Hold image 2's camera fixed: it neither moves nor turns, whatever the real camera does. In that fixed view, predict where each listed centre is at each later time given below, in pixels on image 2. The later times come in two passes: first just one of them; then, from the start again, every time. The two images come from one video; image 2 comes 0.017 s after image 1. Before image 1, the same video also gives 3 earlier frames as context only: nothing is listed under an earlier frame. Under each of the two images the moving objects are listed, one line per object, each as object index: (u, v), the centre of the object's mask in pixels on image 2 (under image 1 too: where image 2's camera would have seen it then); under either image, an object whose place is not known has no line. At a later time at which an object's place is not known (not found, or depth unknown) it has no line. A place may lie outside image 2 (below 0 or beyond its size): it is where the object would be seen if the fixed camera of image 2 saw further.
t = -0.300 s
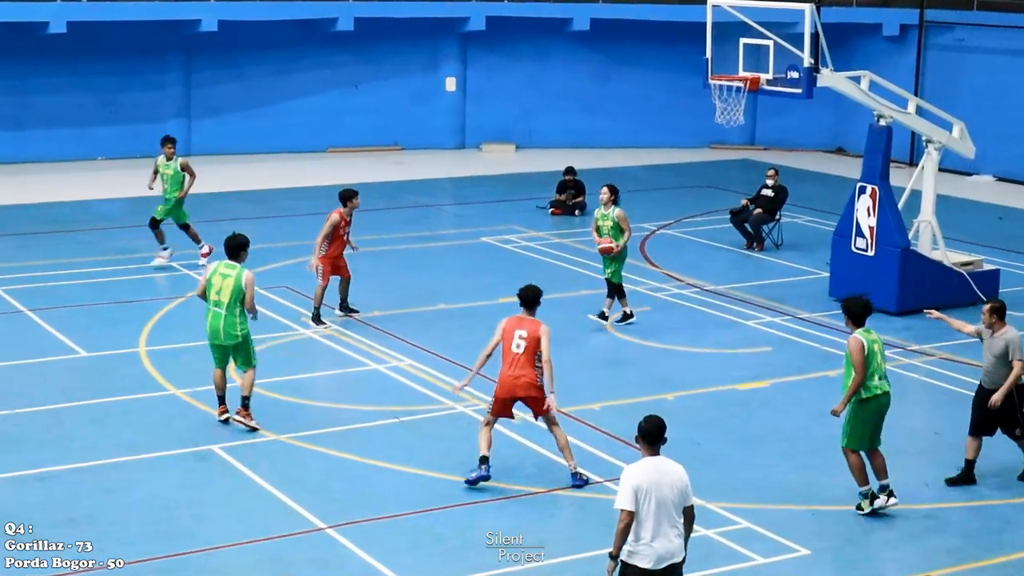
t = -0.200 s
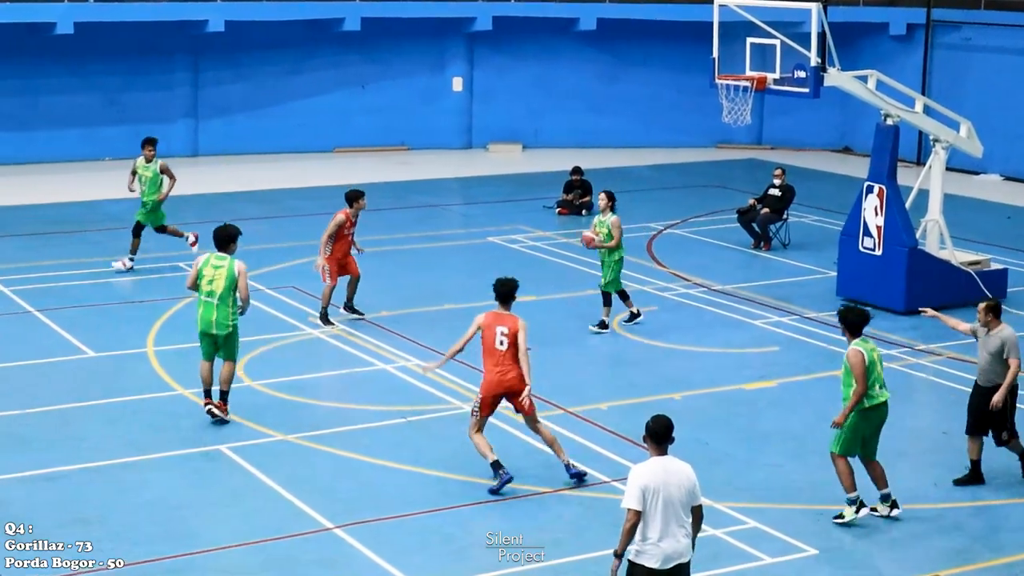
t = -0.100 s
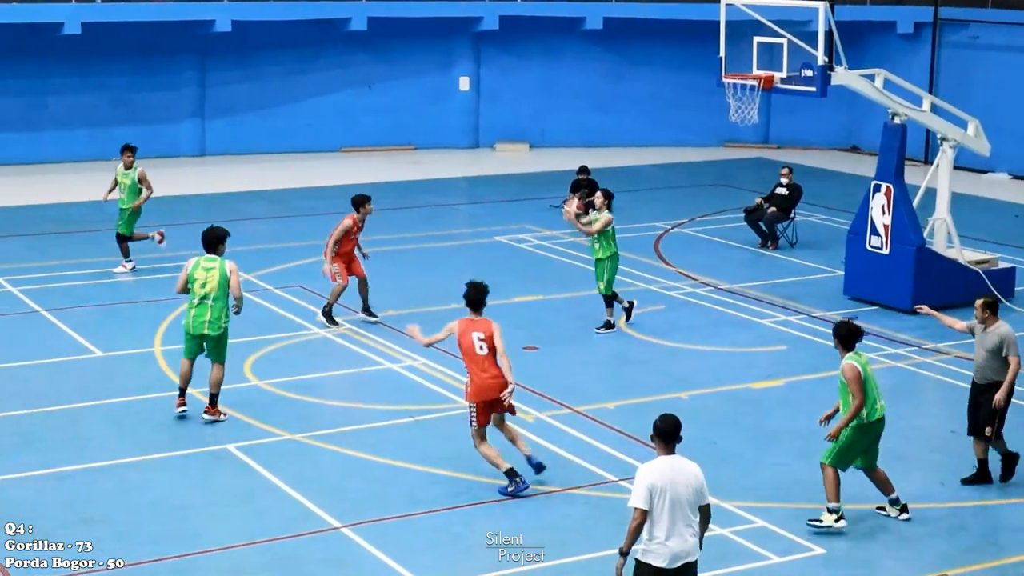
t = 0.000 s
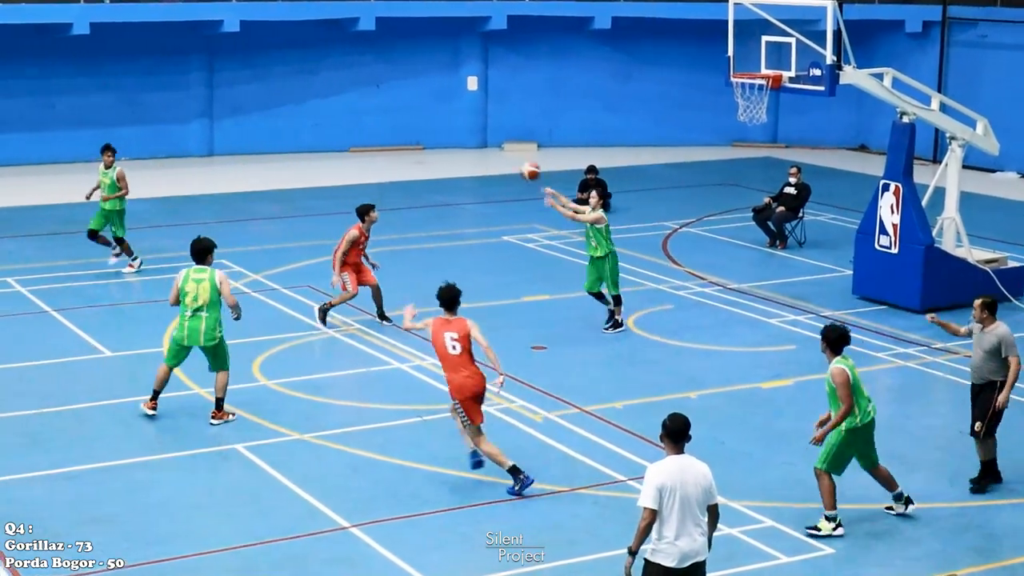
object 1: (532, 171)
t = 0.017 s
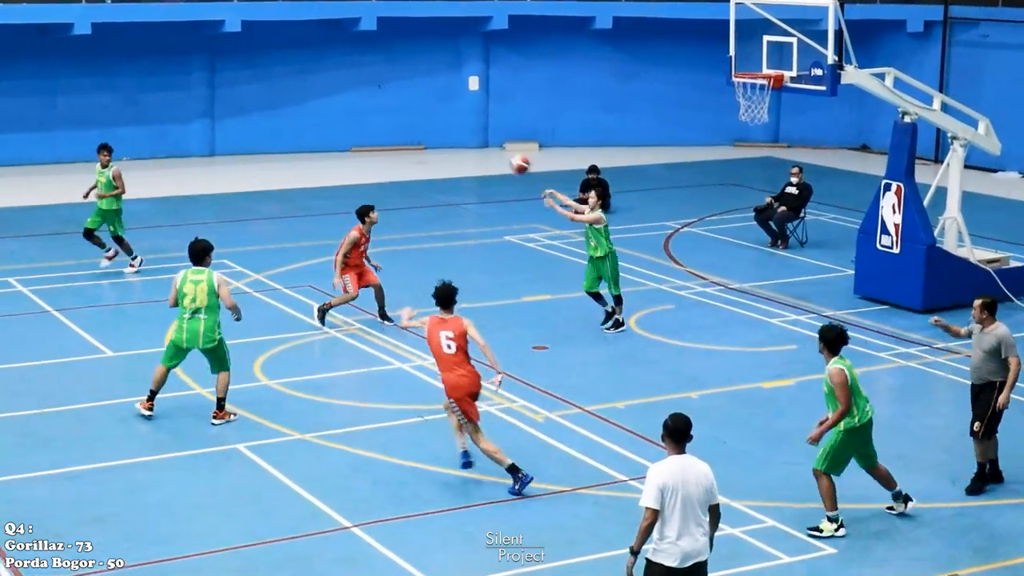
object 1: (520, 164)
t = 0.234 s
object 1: (382, 105)
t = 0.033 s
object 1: (510, 159)
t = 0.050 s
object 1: (499, 153)
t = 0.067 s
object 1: (487, 147)
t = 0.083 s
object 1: (477, 141)
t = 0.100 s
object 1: (466, 137)
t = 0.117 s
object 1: (455, 131)
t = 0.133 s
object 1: (445, 127)
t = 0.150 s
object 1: (434, 123)
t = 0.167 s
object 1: (423, 118)
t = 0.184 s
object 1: (413, 115)
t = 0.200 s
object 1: (402, 111)
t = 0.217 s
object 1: (392, 108)
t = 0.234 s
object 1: (382, 105)
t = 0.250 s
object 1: (370, 102)
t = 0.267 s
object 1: (360, 99)
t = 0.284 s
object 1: (350, 96)
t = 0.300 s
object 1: (340, 94)
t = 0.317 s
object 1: (329, 92)
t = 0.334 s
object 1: (319, 90)
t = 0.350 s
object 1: (308, 89)
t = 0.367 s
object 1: (298, 87)
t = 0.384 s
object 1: (288, 86)
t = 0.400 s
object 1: (278, 85)
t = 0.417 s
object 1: (268, 84)
